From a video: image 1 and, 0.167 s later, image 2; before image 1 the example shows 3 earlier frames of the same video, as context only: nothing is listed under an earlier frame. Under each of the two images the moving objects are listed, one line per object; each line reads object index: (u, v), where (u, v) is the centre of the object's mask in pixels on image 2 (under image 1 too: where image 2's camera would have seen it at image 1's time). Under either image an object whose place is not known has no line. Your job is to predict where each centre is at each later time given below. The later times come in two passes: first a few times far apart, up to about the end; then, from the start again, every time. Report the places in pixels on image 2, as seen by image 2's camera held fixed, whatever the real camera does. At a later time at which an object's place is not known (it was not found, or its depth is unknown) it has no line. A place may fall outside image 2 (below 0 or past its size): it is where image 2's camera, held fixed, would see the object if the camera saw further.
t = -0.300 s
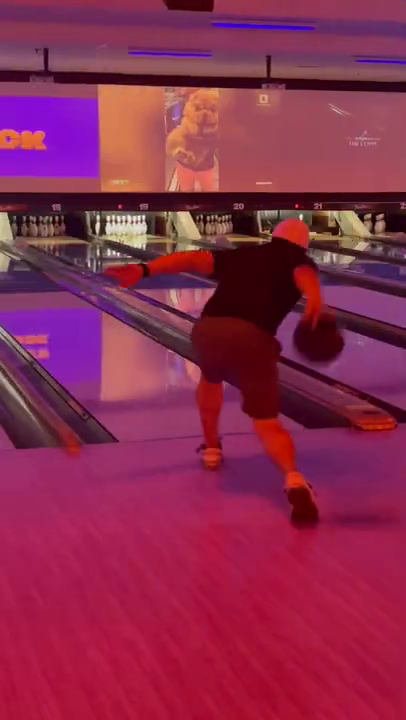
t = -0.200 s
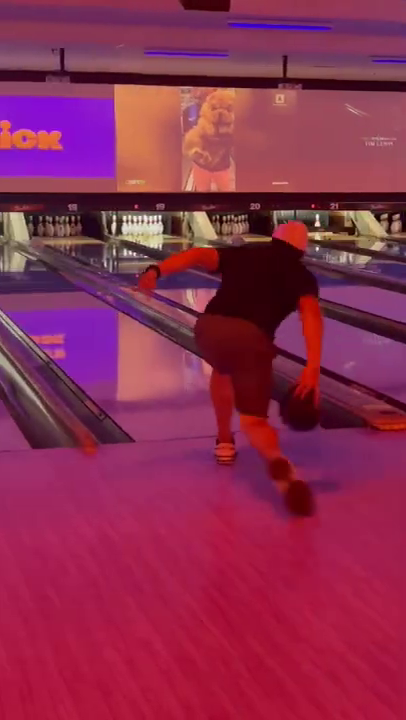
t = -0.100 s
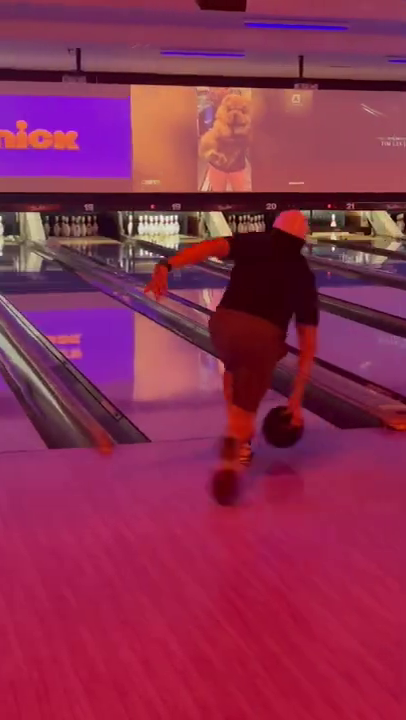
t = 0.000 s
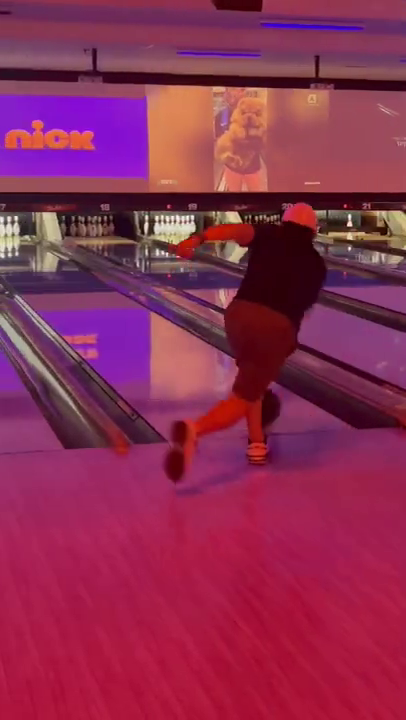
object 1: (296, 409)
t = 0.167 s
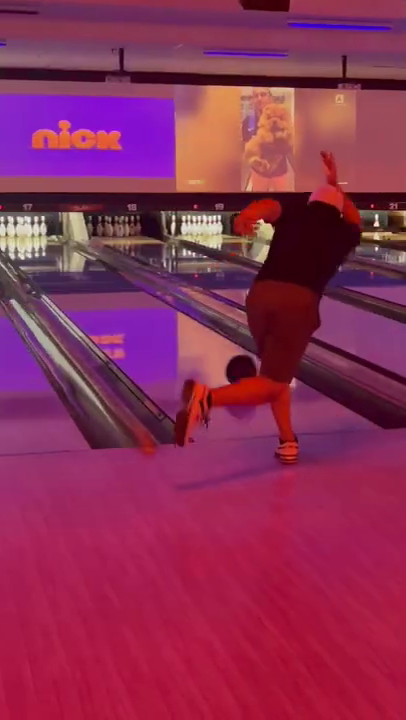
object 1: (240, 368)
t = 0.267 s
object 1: (218, 353)
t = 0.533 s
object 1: (172, 319)
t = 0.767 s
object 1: (142, 298)
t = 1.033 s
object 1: (116, 281)
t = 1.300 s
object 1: (94, 265)
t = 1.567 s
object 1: (78, 255)
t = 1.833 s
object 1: (63, 246)
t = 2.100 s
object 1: (47, 239)
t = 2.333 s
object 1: (30, 234)
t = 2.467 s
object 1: (28, 232)
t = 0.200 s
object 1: (233, 364)
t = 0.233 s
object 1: (225, 359)
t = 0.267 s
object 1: (218, 353)
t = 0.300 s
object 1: (211, 348)
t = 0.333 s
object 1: (205, 344)
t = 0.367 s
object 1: (199, 339)
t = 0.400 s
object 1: (193, 335)
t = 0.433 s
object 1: (187, 331)
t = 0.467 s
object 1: (181, 327)
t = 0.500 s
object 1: (176, 323)
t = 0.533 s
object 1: (172, 319)
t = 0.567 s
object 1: (167, 316)
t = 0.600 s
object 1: (162, 312)
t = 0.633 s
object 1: (158, 309)
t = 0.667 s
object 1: (154, 306)
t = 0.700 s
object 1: (149, 303)
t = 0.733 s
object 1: (146, 301)
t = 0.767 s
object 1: (142, 298)
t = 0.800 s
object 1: (138, 295)
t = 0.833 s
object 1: (134, 293)
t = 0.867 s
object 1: (132, 290)
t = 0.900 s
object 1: (128, 288)
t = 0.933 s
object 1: (125, 286)
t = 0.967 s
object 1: (121, 283)
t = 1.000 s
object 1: (119, 282)
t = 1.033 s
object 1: (116, 281)
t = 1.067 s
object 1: (114, 279)
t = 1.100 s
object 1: (111, 276)
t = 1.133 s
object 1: (108, 273)
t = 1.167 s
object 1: (105, 272)
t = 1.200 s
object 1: (102, 271)
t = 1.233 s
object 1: (100, 270)
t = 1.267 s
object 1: (98, 268)
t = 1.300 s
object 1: (94, 265)
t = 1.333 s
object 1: (93, 264)
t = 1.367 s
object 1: (90, 263)
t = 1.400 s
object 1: (89, 262)
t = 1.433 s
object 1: (86, 259)
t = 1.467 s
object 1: (84, 258)
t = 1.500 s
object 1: (82, 257)
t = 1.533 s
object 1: (80, 256)
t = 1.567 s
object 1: (78, 255)
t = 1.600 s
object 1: (76, 253)
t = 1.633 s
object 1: (74, 252)
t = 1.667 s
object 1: (72, 251)
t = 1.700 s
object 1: (70, 250)
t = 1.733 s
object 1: (68, 248)
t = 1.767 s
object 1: (66, 248)
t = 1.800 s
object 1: (64, 247)
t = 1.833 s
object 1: (63, 246)
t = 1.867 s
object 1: (61, 245)
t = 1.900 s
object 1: (59, 245)
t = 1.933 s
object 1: (56, 243)
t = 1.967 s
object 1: (55, 242)
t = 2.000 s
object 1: (53, 241)
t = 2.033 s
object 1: (51, 240)
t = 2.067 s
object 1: (49, 239)
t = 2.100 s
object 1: (47, 239)
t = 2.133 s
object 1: (45, 238)
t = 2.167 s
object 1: (42, 237)
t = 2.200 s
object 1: (40, 236)
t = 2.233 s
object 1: (37, 236)
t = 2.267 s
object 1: (35, 235)
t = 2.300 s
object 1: (33, 234)
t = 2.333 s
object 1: (30, 234)
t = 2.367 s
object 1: (28, 233)
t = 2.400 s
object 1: (28, 232)
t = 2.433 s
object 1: (28, 232)
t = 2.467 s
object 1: (28, 232)
